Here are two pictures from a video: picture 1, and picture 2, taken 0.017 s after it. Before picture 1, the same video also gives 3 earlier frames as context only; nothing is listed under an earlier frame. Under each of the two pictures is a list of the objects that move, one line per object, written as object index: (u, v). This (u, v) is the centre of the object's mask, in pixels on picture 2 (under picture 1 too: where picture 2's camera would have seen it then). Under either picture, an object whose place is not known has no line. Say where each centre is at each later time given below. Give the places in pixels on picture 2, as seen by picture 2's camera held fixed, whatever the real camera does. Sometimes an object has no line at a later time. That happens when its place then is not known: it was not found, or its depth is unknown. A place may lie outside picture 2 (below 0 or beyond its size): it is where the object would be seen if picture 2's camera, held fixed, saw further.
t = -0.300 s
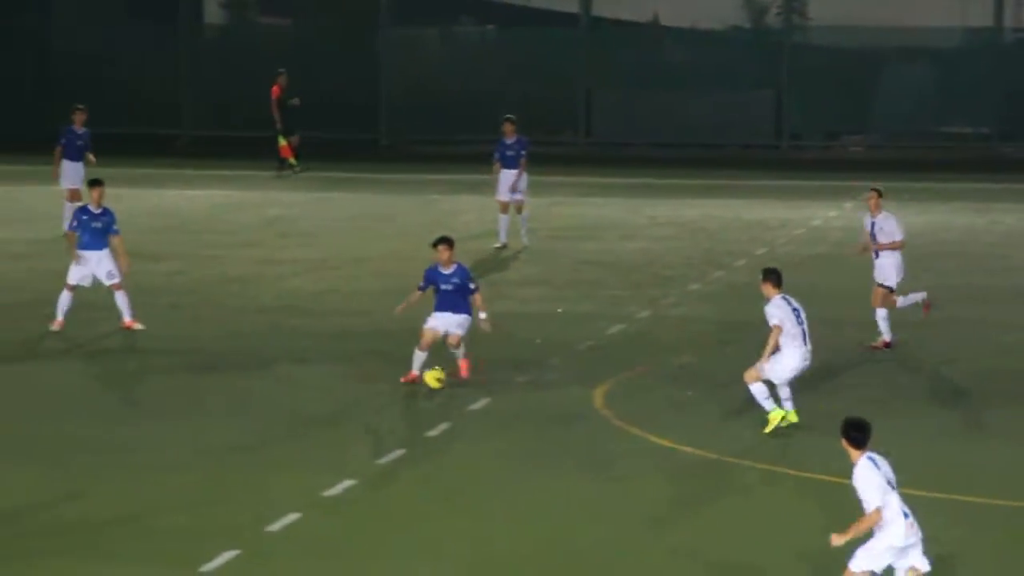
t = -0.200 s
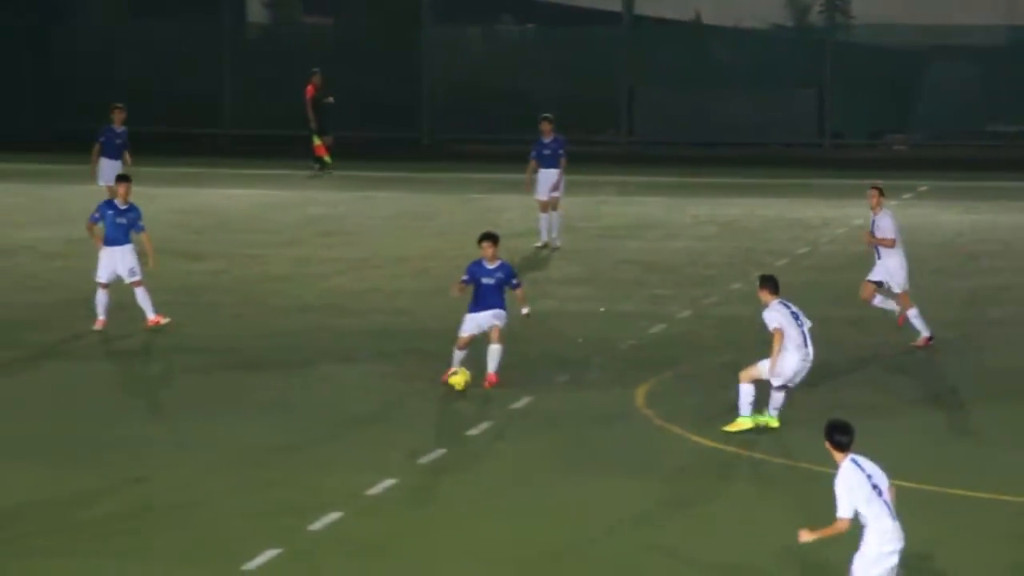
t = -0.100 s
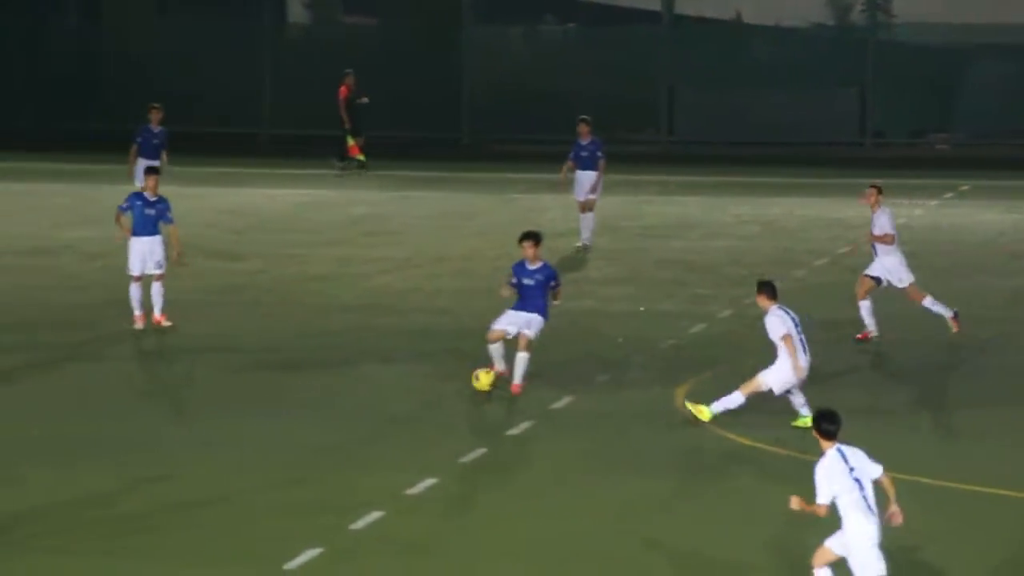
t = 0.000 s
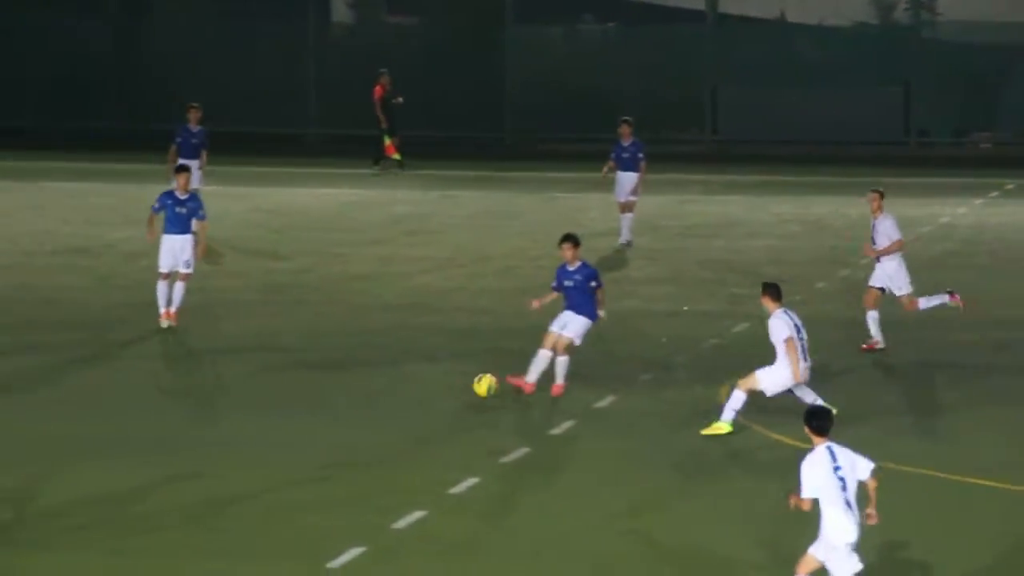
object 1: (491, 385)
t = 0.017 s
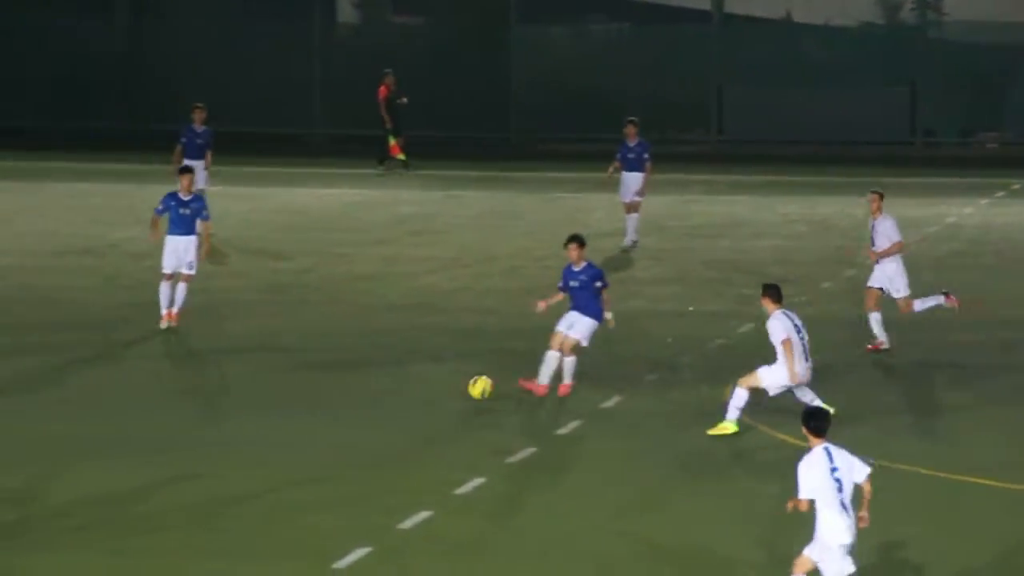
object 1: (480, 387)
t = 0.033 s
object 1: (470, 390)
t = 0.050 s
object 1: (459, 392)
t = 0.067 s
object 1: (449, 395)
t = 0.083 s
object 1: (438, 398)
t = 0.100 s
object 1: (427, 402)
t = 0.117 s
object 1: (416, 406)
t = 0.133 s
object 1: (405, 410)
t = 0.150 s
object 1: (395, 415)
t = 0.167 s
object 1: (383, 419)
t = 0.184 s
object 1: (371, 423)
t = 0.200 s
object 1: (361, 426)
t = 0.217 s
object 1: (350, 427)
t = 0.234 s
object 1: (339, 428)
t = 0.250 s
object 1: (328, 429)
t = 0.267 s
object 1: (316, 430)
